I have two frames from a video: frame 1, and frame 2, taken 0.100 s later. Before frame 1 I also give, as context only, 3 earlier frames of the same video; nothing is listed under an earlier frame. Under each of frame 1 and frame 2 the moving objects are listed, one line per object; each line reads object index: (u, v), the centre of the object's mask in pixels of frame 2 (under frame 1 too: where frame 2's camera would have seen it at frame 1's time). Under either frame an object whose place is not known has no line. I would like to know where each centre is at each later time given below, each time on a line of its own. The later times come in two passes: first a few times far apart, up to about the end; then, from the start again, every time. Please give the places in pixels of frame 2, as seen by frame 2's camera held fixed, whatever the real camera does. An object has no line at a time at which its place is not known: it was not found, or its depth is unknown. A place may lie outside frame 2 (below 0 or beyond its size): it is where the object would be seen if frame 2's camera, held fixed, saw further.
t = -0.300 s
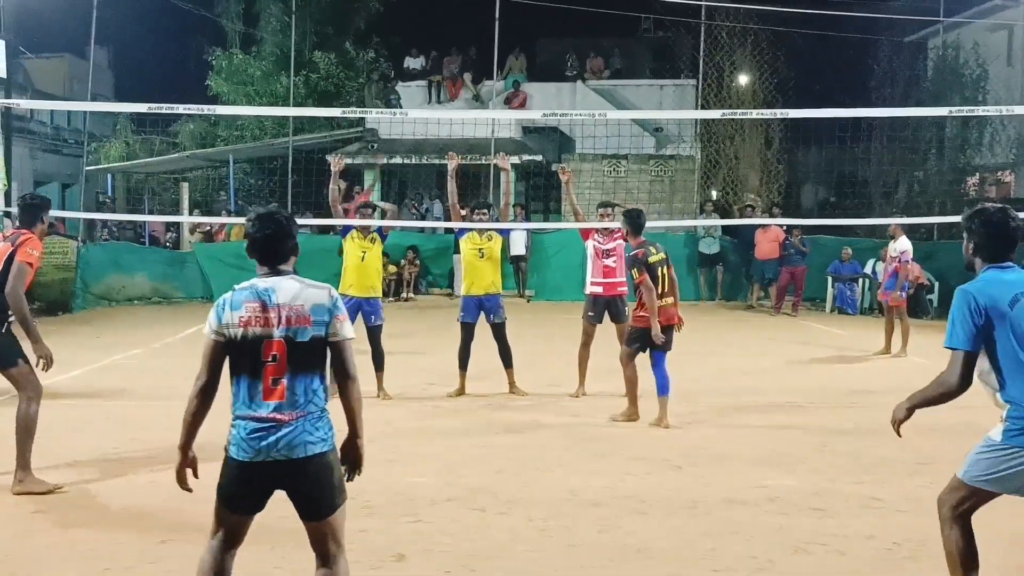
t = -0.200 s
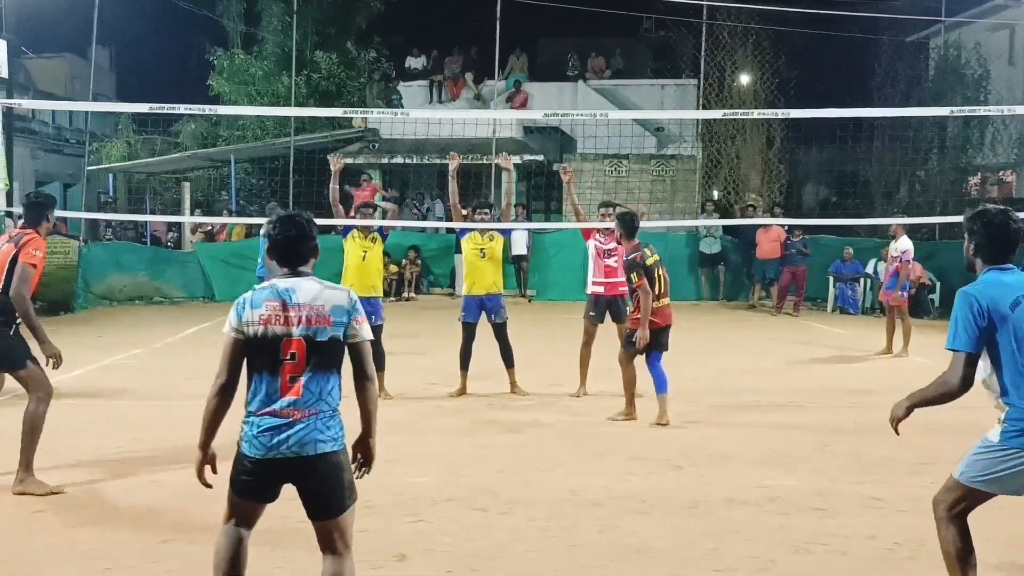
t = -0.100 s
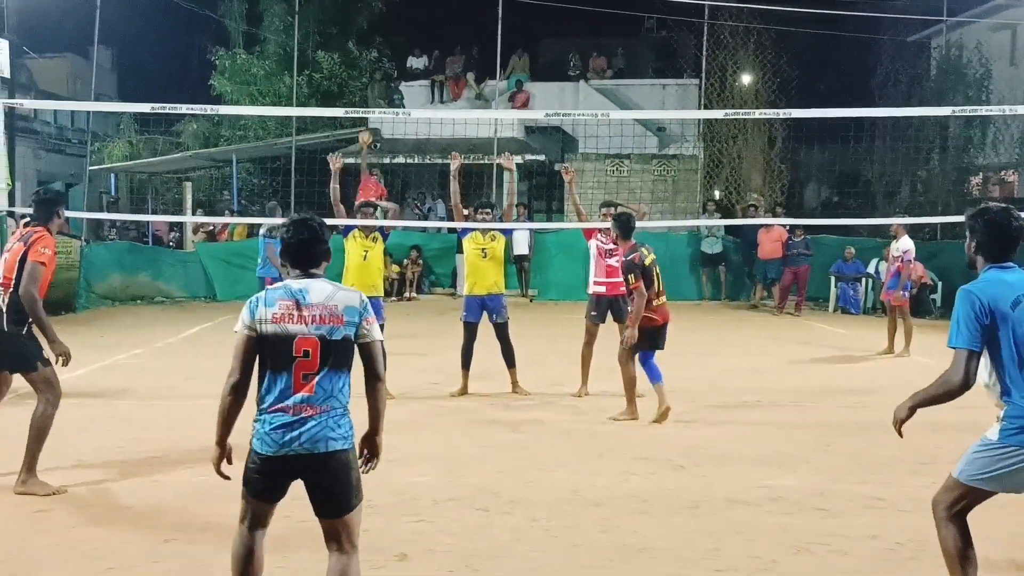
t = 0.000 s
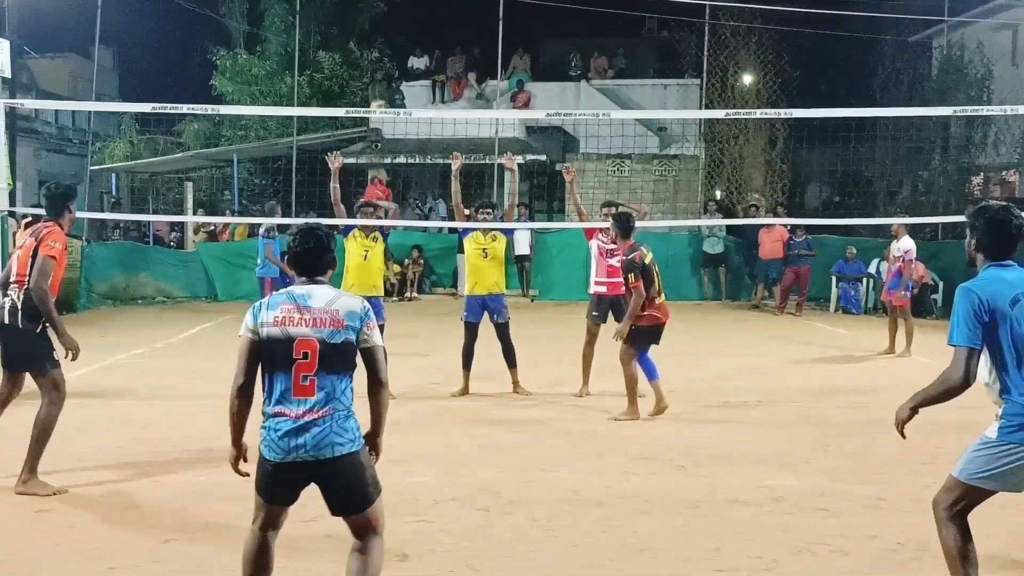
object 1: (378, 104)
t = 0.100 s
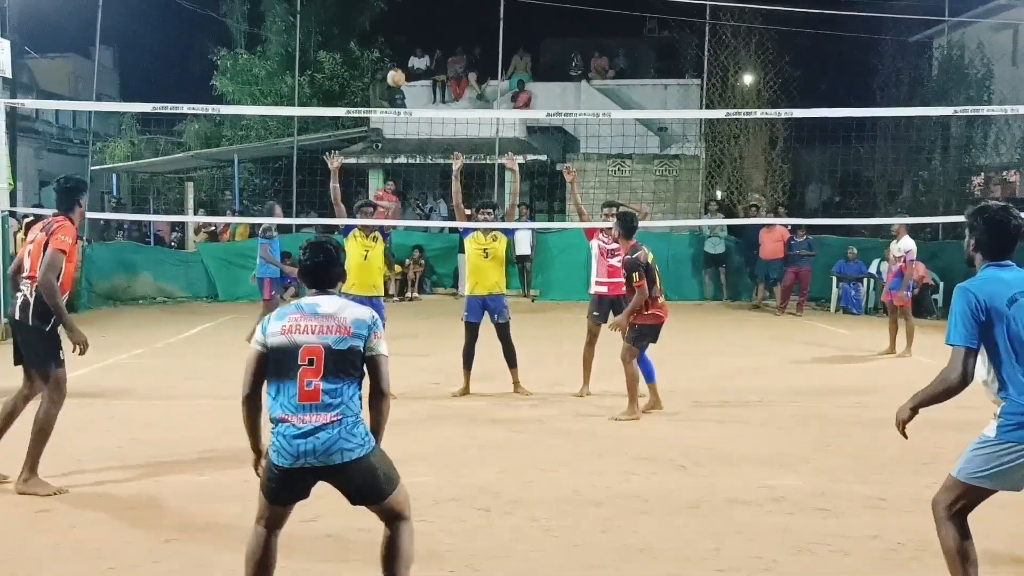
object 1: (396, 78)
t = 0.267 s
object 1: (443, 45)
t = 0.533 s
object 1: (613, 81)
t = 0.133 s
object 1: (403, 69)
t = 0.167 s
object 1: (411, 62)
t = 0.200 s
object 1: (420, 57)
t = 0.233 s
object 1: (430, 49)
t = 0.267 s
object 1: (443, 45)
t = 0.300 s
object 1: (456, 42)
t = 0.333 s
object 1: (471, 40)
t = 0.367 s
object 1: (487, 41)
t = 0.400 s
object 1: (506, 44)
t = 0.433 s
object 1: (528, 49)
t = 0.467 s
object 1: (554, 56)
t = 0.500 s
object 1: (582, 67)
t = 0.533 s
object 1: (613, 81)
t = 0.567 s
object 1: (648, 101)
